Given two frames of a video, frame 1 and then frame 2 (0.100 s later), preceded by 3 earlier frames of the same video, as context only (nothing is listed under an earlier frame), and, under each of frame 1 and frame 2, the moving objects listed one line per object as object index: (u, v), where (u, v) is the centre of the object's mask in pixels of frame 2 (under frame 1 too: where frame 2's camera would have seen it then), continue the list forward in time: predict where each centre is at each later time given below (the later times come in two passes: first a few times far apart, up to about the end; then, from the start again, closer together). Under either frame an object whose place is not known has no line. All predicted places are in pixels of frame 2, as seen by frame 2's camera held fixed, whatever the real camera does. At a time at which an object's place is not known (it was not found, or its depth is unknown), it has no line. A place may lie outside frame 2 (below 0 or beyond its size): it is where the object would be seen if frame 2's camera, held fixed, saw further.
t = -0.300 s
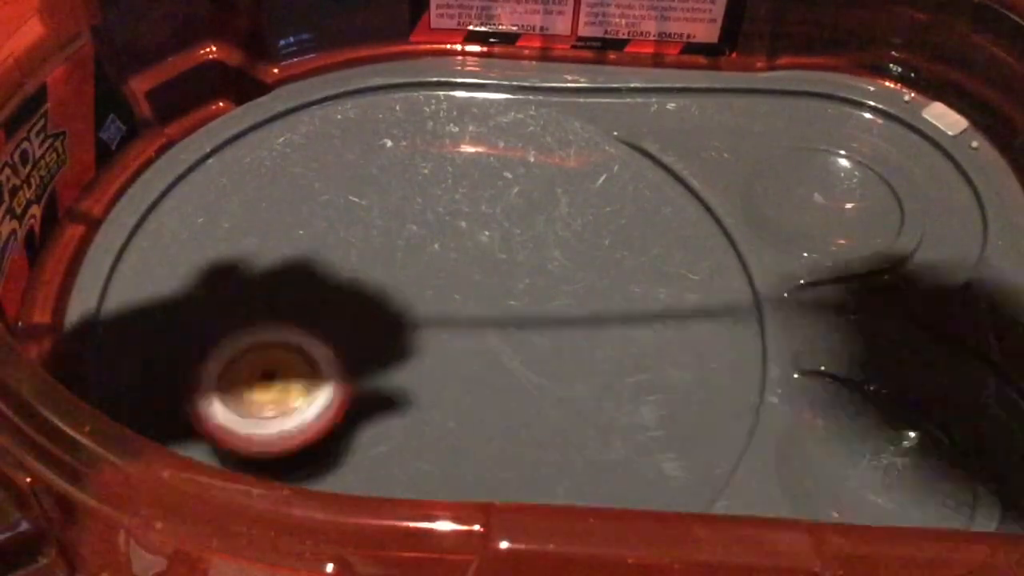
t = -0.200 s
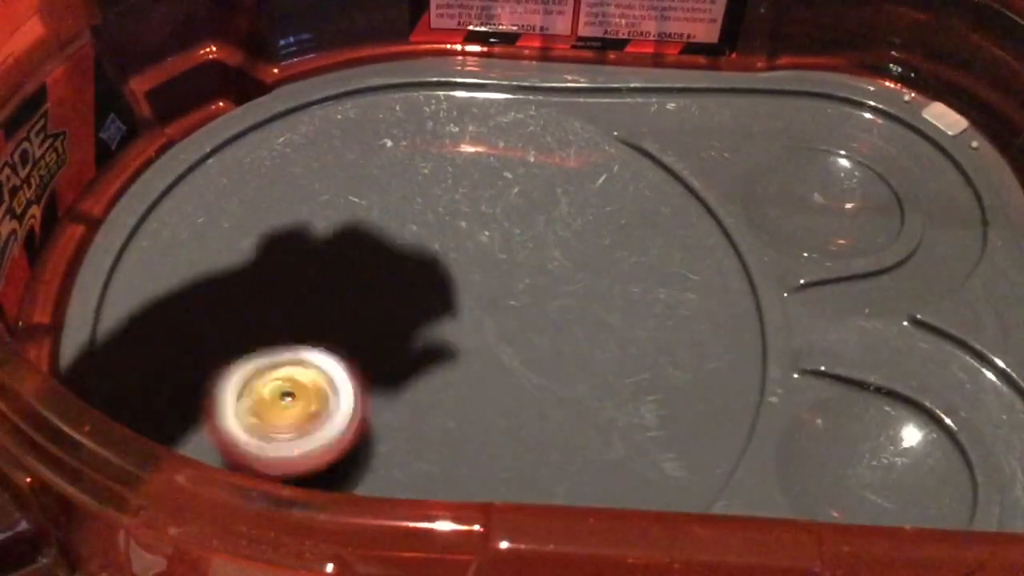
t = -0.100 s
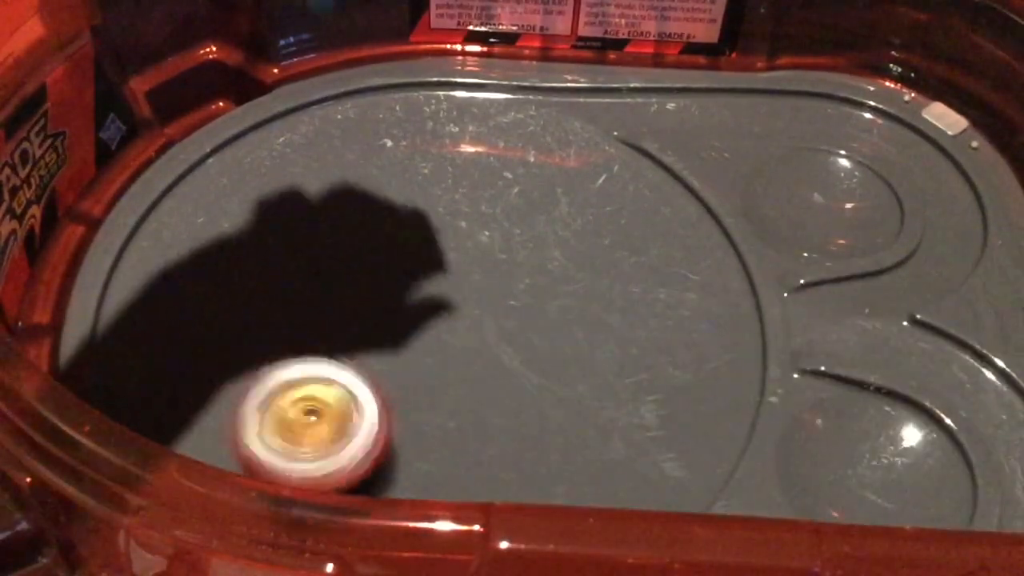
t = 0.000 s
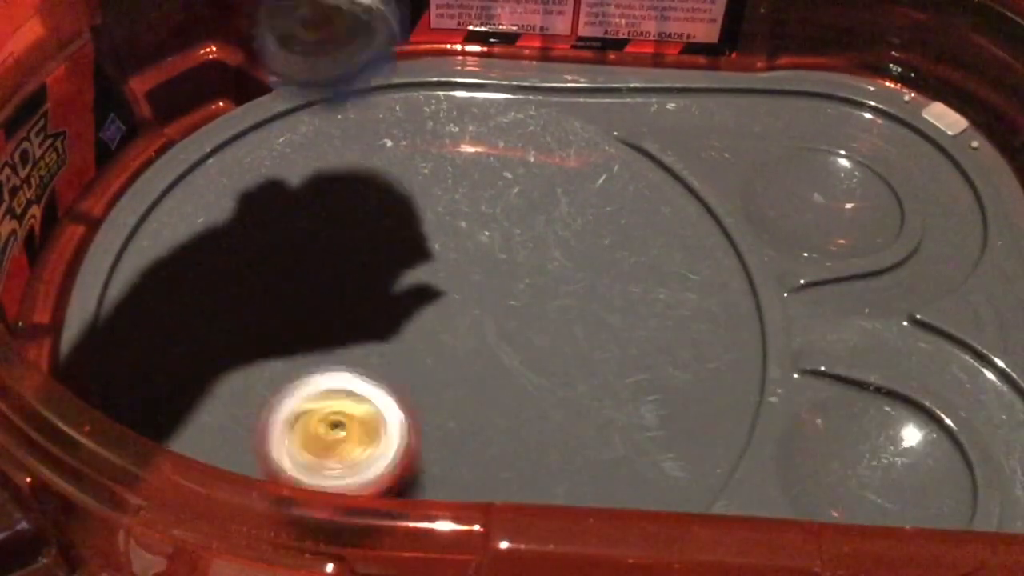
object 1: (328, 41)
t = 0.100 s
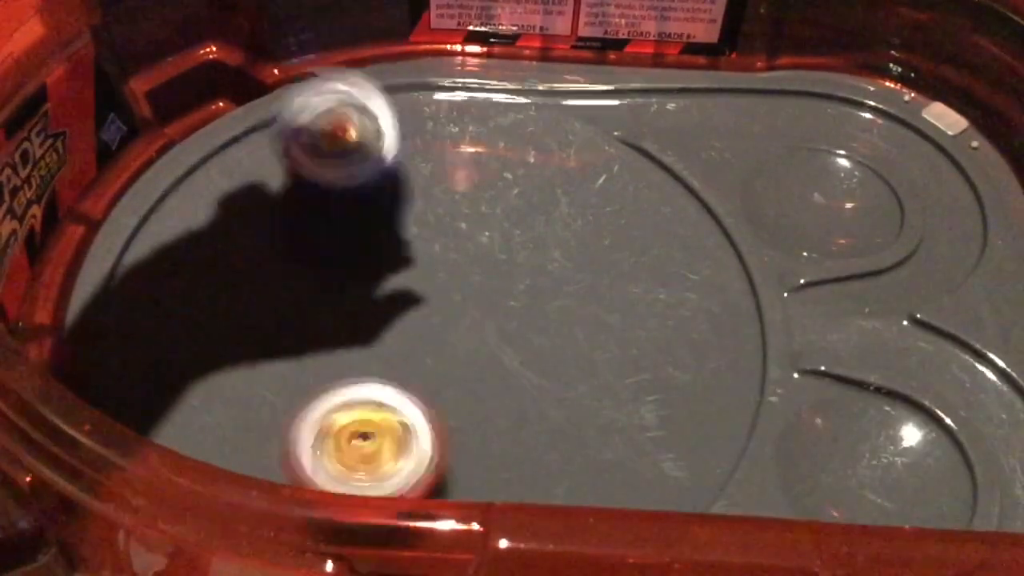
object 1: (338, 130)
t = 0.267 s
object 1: (365, 117)
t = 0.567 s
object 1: (414, 138)
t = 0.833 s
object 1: (472, 239)
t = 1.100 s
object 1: (542, 258)
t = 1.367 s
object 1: (592, 206)
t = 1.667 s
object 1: (636, 140)
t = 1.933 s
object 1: (620, 101)
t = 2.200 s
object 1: (569, 106)
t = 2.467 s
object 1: (507, 106)
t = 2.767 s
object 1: (422, 119)
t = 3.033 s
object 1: (359, 162)
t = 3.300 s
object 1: (322, 237)
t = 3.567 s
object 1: (321, 329)
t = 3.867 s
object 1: (376, 431)
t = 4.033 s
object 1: (431, 459)
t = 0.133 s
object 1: (342, 130)
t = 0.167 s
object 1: (349, 125)
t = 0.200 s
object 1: (354, 123)
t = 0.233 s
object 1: (359, 121)
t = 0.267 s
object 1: (365, 117)
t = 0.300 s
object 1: (367, 114)
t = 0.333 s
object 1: (371, 111)
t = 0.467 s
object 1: (394, 117)
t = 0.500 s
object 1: (398, 121)
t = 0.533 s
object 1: (406, 128)
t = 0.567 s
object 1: (414, 138)
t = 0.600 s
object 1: (420, 147)
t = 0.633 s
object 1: (428, 158)
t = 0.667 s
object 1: (435, 171)
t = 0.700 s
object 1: (442, 185)
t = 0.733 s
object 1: (449, 200)
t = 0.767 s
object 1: (457, 216)
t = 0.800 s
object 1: (464, 232)
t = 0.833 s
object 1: (472, 239)
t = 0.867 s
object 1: (482, 240)
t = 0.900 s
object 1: (491, 242)
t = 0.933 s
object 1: (501, 245)
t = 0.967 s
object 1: (511, 249)
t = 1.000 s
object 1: (521, 253)
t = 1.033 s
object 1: (529, 256)
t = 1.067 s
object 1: (536, 258)
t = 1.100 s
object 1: (542, 258)
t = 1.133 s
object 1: (549, 252)
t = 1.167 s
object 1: (555, 245)
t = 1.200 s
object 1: (562, 240)
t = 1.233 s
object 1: (568, 233)
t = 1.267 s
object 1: (575, 226)
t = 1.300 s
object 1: (582, 221)
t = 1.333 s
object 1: (588, 214)
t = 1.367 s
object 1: (592, 206)
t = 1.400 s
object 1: (598, 200)
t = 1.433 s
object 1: (604, 193)
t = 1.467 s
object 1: (610, 186)
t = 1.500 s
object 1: (615, 177)
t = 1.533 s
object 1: (621, 170)
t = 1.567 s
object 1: (625, 161)
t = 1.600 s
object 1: (628, 155)
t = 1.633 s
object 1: (632, 148)
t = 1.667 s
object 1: (636, 140)
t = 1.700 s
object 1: (639, 131)
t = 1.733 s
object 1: (642, 122)
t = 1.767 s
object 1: (643, 114)
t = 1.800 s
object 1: (641, 108)
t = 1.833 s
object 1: (636, 104)
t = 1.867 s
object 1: (630, 102)
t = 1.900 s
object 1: (625, 101)
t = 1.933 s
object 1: (620, 101)
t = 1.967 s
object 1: (614, 102)
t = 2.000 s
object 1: (609, 105)
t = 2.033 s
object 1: (601, 107)
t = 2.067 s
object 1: (594, 107)
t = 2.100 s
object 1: (588, 106)
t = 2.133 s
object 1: (583, 106)
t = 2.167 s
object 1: (576, 107)
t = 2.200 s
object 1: (569, 106)
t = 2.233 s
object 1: (562, 106)
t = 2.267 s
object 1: (554, 106)
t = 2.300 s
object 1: (548, 106)
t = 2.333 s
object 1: (540, 106)
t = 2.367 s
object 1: (532, 106)
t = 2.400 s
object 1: (524, 106)
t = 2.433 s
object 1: (517, 106)
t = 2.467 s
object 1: (507, 106)
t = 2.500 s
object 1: (498, 106)
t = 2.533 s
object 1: (489, 107)
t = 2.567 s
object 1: (479, 108)
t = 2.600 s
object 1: (471, 108)
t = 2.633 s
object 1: (461, 110)
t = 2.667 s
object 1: (451, 111)
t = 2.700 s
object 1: (443, 113)
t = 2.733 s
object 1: (432, 117)
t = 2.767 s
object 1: (422, 119)
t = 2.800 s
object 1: (415, 124)
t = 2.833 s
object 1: (406, 127)
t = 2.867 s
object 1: (397, 133)
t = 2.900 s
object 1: (389, 137)
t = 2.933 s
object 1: (381, 144)
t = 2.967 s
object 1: (375, 150)
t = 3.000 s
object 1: (367, 156)
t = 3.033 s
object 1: (359, 162)
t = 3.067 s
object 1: (353, 171)
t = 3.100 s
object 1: (346, 180)
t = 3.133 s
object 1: (341, 188)
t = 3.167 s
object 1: (337, 197)
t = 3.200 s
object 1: (332, 207)
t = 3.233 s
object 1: (328, 216)
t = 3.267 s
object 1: (325, 226)
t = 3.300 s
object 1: (322, 237)
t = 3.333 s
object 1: (321, 248)
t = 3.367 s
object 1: (318, 259)
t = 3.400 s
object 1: (317, 270)
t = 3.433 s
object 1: (317, 282)
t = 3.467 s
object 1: (317, 294)
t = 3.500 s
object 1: (318, 305)
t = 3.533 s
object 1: (320, 318)
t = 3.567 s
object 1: (321, 329)
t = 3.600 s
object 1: (325, 343)
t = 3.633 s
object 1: (328, 356)
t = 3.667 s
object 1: (334, 367)
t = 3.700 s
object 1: (340, 380)
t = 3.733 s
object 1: (344, 391)
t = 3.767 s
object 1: (351, 405)
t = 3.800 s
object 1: (358, 416)
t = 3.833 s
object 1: (367, 424)
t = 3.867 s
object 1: (376, 431)
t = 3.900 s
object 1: (386, 439)
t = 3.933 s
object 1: (396, 444)
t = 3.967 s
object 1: (407, 449)
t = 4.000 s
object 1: (419, 454)
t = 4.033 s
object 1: (431, 459)
